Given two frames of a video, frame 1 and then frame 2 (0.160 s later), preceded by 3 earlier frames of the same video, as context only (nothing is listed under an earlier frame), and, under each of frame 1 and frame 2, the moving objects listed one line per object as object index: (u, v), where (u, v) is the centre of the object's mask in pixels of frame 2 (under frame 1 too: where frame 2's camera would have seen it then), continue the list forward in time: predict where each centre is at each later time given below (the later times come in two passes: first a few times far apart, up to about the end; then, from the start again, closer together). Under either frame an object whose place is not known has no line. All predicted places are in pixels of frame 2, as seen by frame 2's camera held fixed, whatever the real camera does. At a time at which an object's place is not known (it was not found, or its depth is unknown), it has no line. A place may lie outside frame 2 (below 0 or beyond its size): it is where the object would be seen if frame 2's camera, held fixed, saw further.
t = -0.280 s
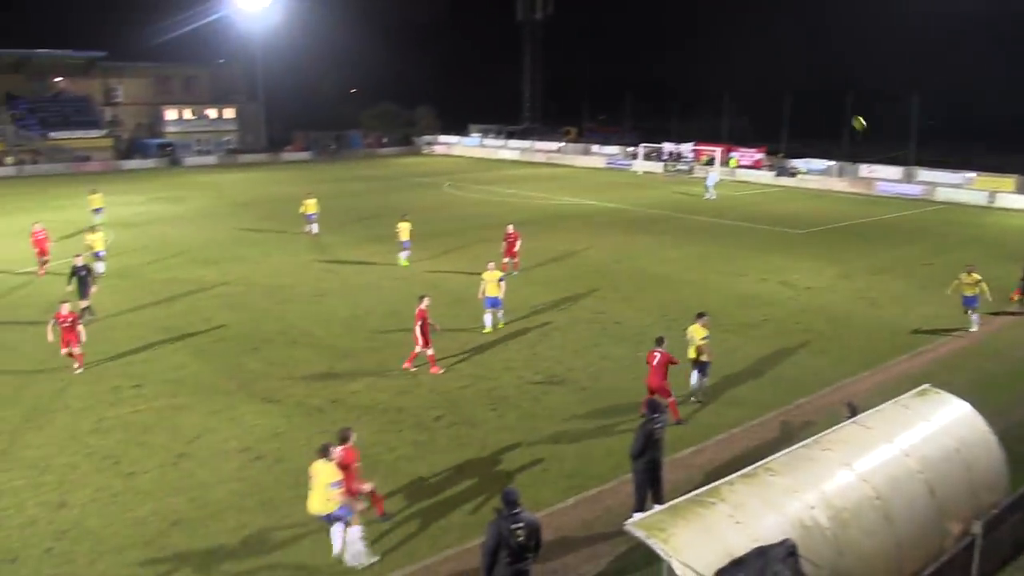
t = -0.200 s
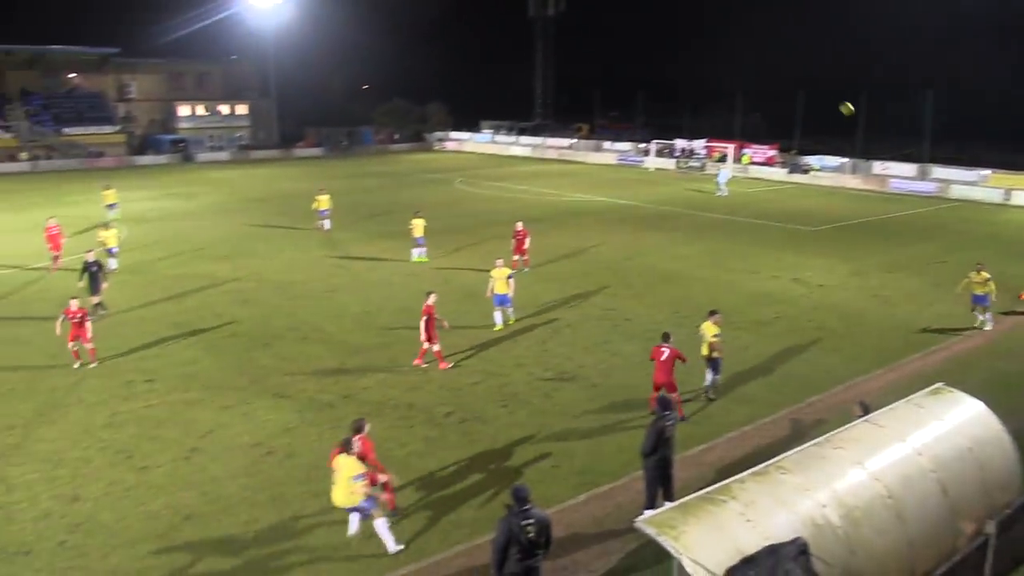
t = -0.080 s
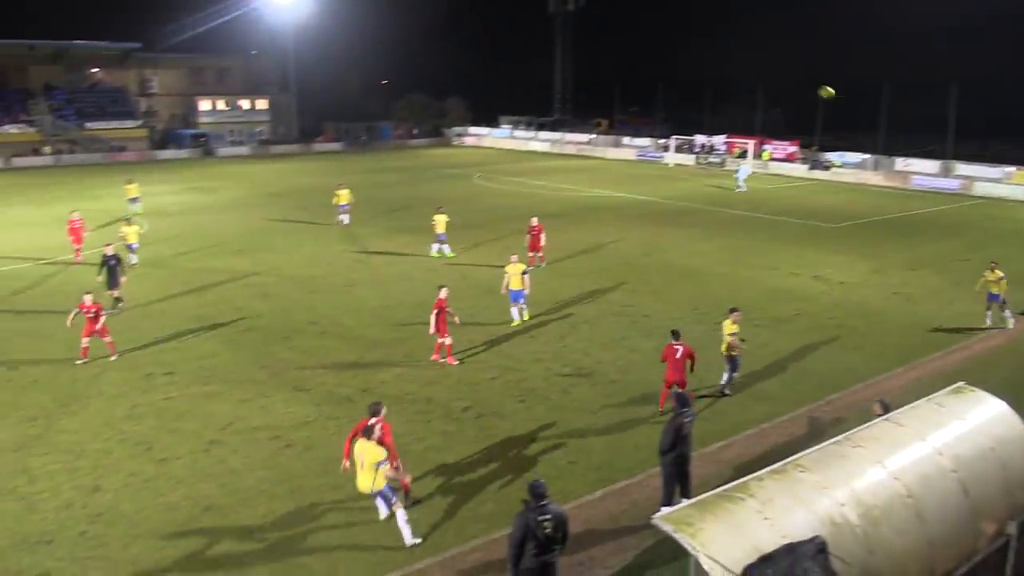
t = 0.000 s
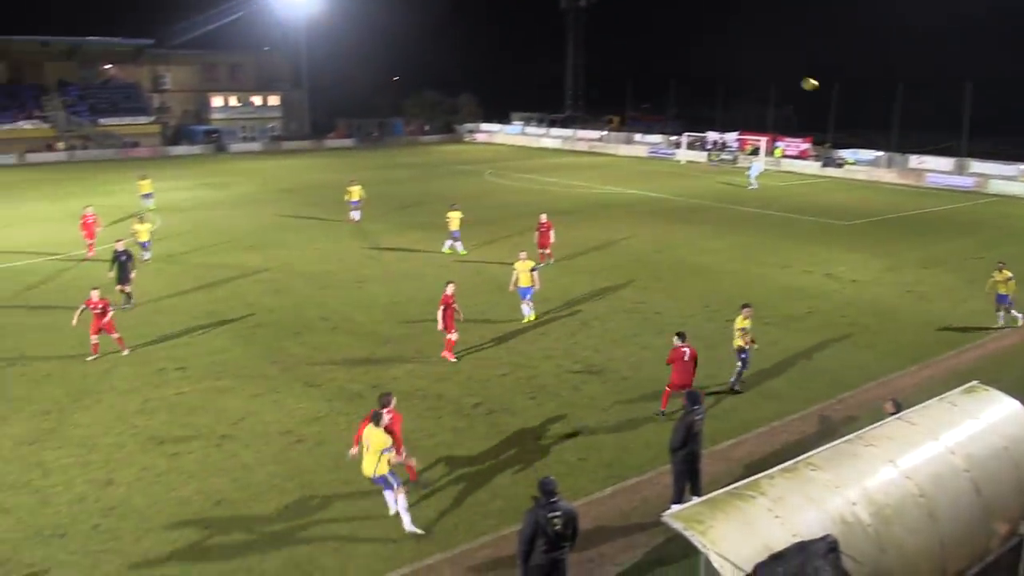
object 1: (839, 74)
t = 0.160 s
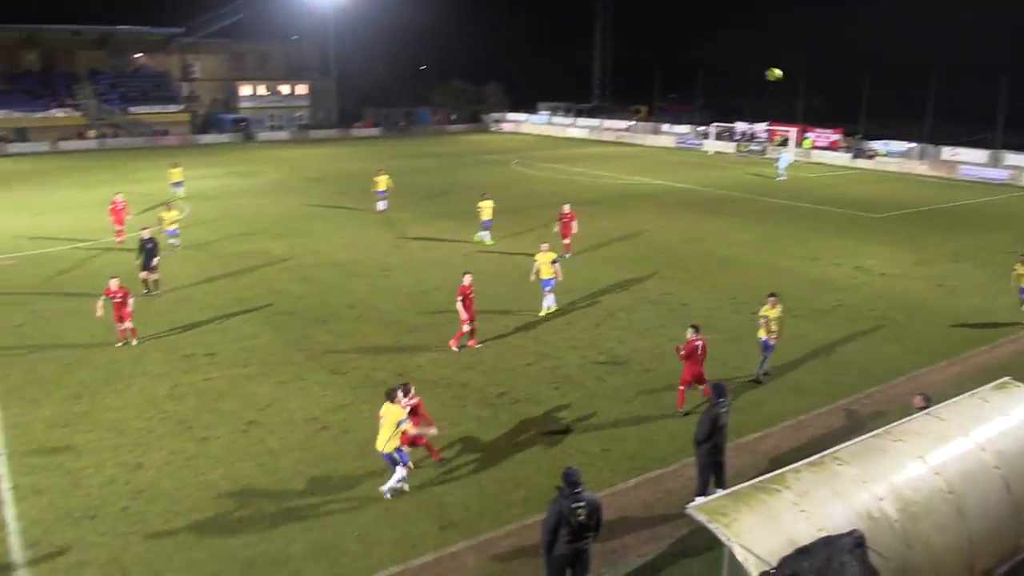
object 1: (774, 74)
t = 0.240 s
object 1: (739, 80)
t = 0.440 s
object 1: (646, 110)
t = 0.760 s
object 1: (477, 223)
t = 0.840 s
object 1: (434, 262)
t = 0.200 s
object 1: (756, 76)
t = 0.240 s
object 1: (739, 80)
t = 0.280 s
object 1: (720, 84)
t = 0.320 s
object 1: (702, 89)
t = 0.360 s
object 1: (684, 95)
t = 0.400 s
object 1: (665, 102)
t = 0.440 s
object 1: (646, 110)
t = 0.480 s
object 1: (627, 119)
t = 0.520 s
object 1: (606, 131)
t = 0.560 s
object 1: (584, 143)
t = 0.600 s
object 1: (565, 155)
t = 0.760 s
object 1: (477, 223)
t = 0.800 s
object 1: (455, 242)
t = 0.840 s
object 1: (434, 262)
